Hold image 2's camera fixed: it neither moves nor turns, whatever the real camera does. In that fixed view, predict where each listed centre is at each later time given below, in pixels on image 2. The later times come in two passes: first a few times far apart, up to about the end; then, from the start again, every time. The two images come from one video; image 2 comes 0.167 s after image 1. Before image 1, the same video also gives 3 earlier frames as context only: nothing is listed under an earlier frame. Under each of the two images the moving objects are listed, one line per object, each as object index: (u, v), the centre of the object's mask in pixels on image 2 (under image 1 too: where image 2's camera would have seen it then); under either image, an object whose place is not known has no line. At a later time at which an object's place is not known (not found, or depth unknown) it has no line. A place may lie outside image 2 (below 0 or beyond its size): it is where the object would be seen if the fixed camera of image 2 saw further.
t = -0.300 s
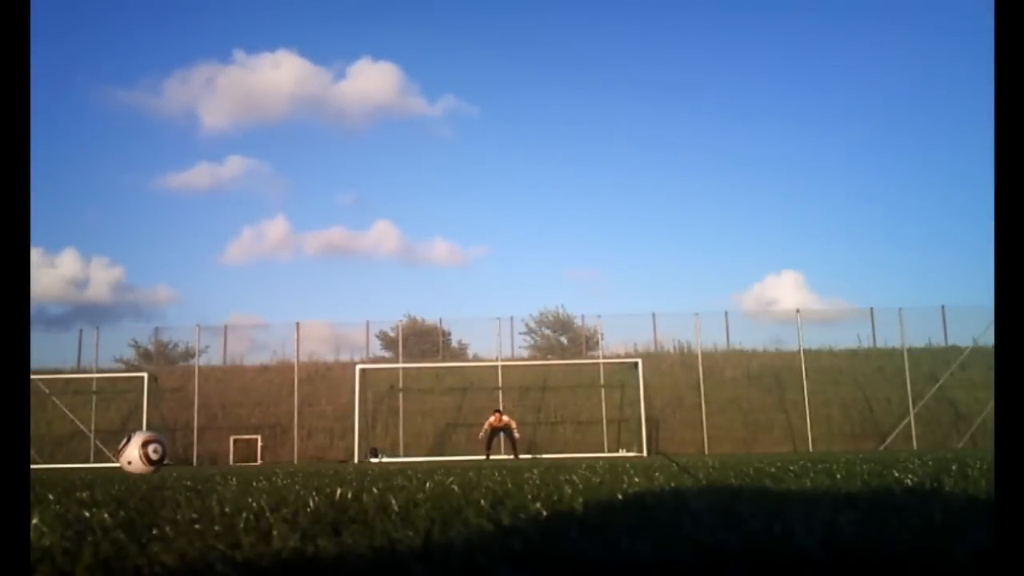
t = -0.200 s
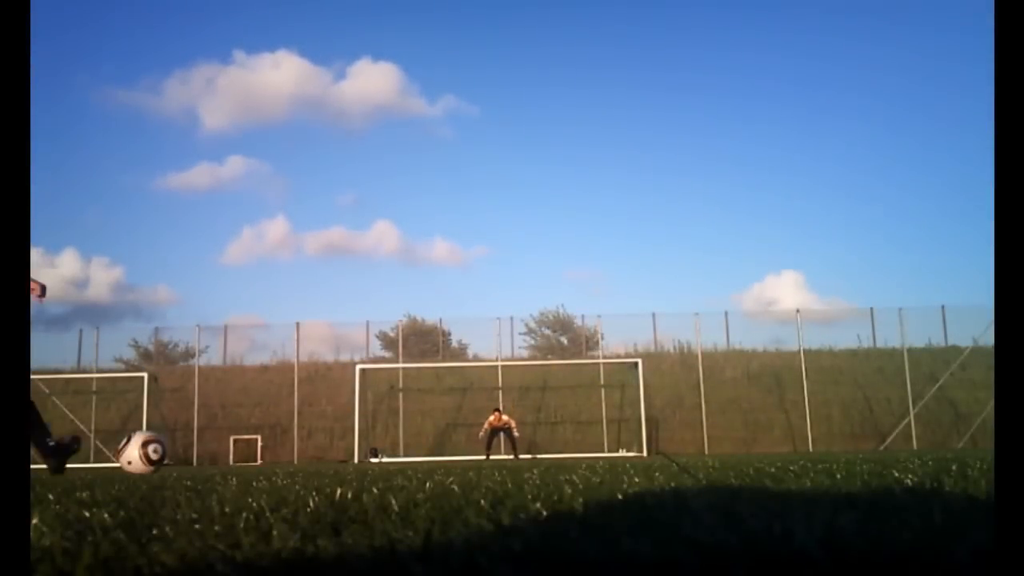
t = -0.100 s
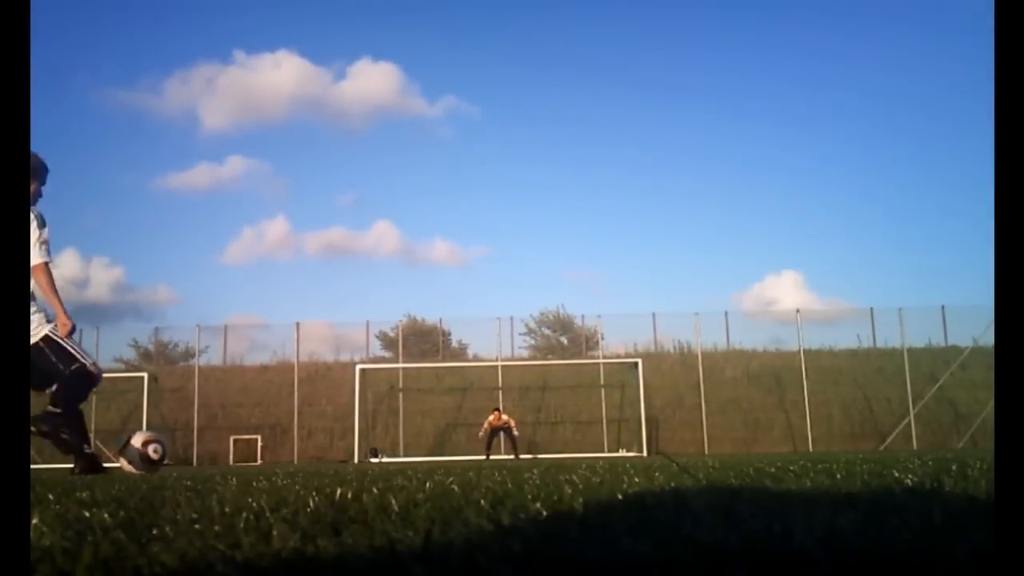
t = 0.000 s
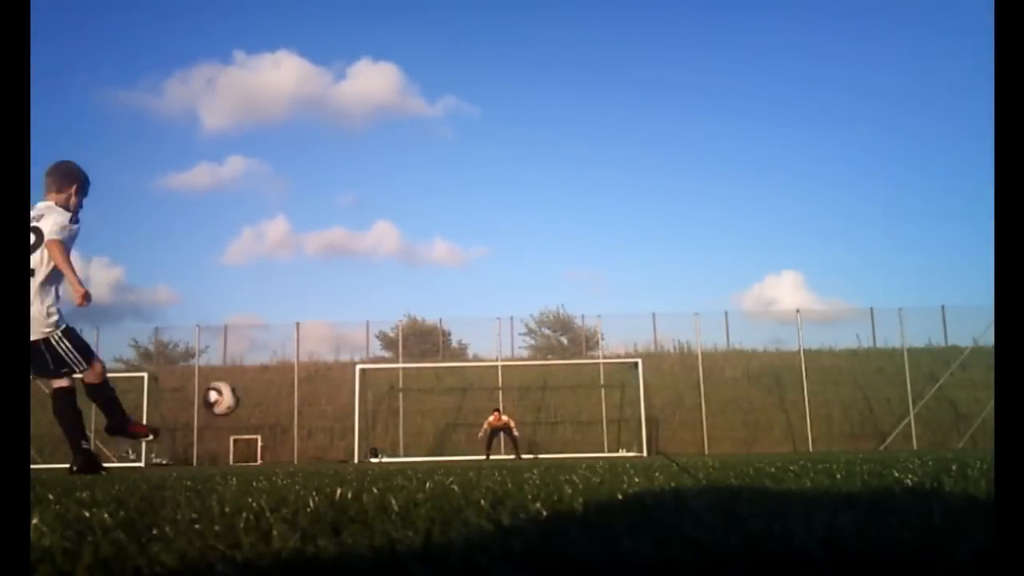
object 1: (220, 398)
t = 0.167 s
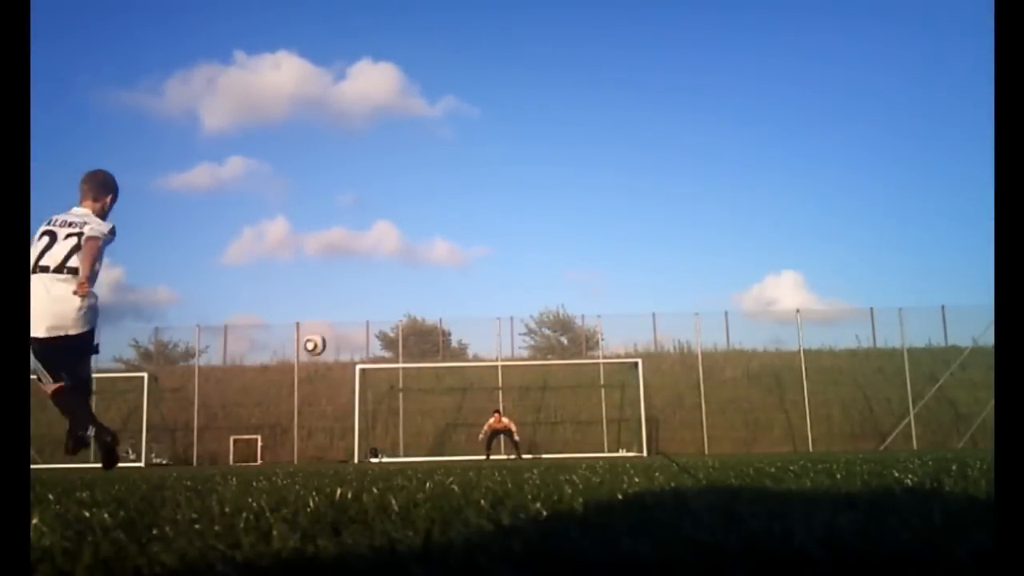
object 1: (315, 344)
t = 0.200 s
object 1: (324, 340)
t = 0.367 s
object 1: (355, 340)
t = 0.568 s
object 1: (370, 361)
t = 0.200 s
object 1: (324, 340)
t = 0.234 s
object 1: (333, 338)
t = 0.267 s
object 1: (339, 337)
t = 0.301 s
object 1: (345, 337)
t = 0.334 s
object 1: (350, 338)
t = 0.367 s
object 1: (355, 340)
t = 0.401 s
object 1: (359, 342)
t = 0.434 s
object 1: (361, 345)
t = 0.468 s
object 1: (364, 348)
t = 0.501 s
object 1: (366, 352)
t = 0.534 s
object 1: (368, 356)
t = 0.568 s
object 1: (370, 361)
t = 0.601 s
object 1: (371, 366)
